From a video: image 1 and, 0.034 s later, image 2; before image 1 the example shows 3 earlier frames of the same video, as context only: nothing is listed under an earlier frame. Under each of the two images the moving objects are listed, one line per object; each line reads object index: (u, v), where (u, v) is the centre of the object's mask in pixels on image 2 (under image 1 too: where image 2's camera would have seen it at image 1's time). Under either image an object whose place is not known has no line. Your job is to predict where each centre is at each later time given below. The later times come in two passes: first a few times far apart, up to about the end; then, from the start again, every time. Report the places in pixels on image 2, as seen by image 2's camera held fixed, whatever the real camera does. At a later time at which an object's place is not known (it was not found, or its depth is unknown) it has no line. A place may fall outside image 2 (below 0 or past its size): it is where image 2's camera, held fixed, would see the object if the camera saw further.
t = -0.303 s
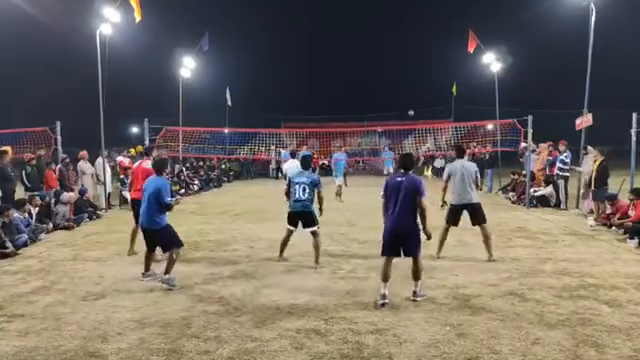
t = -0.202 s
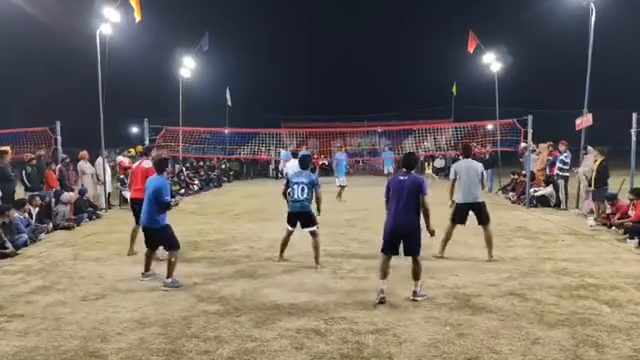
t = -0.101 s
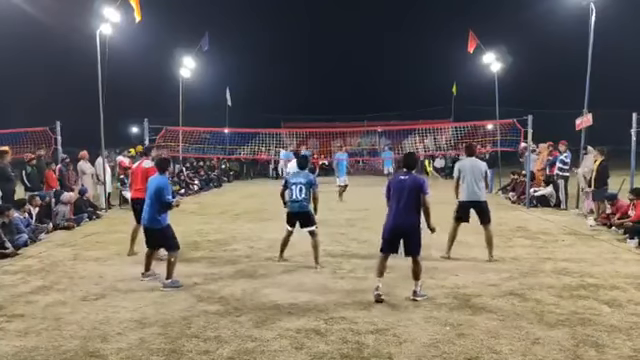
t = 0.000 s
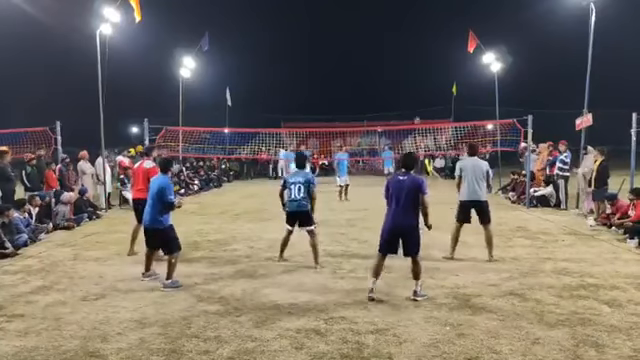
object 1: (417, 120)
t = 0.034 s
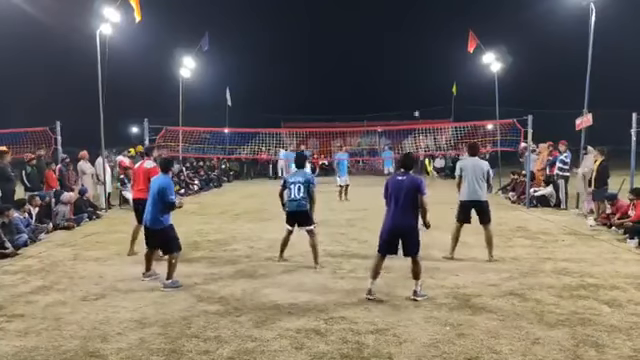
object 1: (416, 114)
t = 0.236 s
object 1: (414, 80)
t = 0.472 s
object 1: (413, 47)
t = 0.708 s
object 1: (413, 26)
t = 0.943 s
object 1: (412, 29)
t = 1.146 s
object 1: (414, 66)
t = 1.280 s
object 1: (415, 120)
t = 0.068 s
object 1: (415, 108)
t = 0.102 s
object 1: (415, 102)
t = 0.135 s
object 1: (415, 96)
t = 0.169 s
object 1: (415, 91)
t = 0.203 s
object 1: (415, 85)
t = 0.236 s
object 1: (414, 80)
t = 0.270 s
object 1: (414, 75)
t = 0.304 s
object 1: (414, 69)
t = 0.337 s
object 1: (414, 65)
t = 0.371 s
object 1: (414, 60)
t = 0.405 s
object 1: (413, 55)
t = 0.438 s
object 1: (413, 51)
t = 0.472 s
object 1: (413, 47)
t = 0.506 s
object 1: (413, 43)
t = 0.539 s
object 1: (413, 39)
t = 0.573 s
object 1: (413, 36)
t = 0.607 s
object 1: (412, 34)
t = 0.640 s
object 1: (412, 31)
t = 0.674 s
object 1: (412, 28)
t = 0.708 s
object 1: (413, 26)
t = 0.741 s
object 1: (412, 25)
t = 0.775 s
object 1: (412, 24)
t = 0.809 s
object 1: (413, 23)
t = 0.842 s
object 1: (412, 23)
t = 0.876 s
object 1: (412, 23)
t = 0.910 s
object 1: (412, 25)
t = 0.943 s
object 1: (412, 29)
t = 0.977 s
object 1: (413, 33)
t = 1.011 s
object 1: (413, 37)
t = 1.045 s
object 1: (413, 42)
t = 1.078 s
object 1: (413, 49)
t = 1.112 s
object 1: (414, 57)
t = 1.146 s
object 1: (414, 66)
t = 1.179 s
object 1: (414, 77)
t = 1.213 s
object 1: (414, 90)
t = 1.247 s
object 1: (415, 105)
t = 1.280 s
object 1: (415, 120)
